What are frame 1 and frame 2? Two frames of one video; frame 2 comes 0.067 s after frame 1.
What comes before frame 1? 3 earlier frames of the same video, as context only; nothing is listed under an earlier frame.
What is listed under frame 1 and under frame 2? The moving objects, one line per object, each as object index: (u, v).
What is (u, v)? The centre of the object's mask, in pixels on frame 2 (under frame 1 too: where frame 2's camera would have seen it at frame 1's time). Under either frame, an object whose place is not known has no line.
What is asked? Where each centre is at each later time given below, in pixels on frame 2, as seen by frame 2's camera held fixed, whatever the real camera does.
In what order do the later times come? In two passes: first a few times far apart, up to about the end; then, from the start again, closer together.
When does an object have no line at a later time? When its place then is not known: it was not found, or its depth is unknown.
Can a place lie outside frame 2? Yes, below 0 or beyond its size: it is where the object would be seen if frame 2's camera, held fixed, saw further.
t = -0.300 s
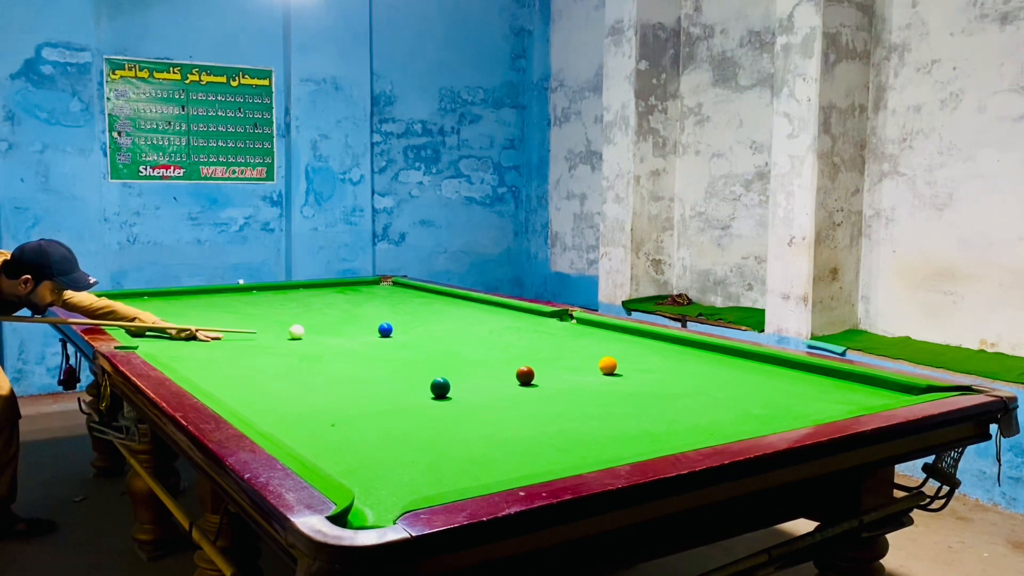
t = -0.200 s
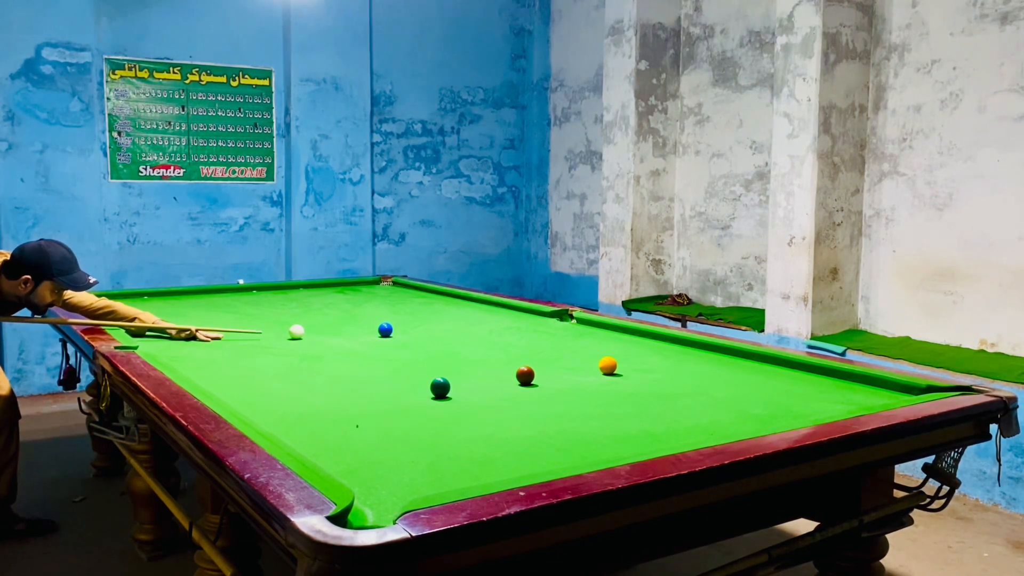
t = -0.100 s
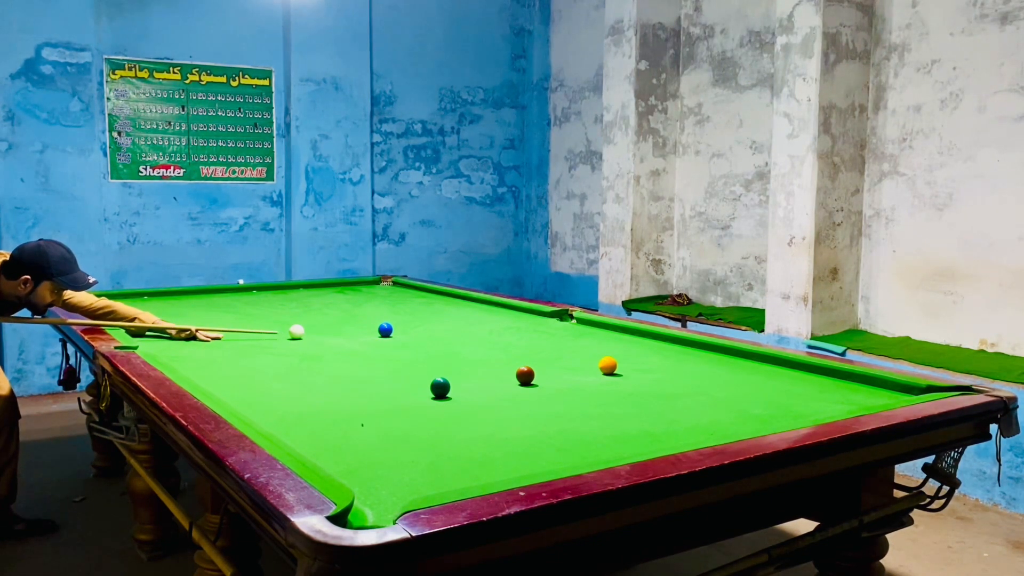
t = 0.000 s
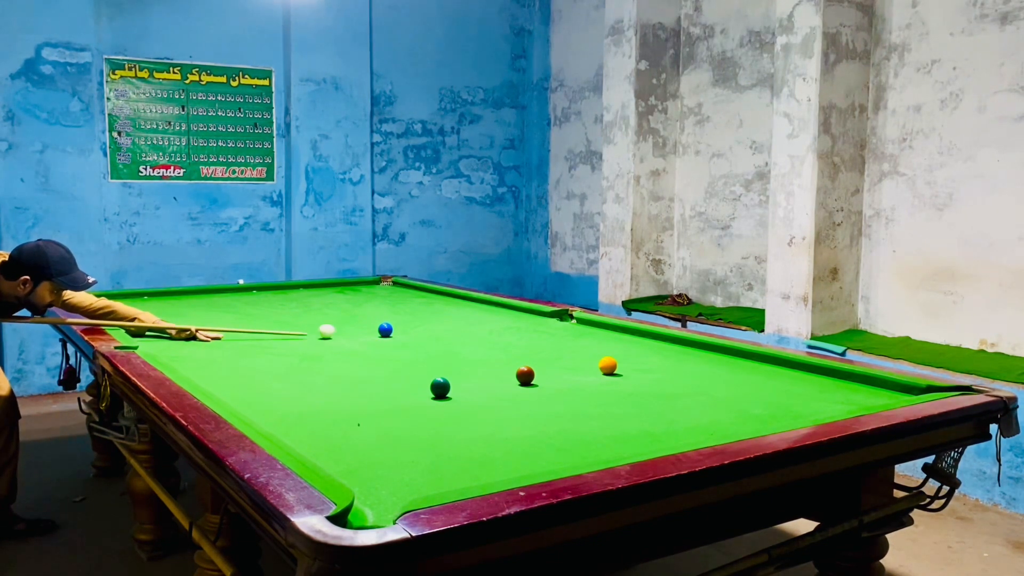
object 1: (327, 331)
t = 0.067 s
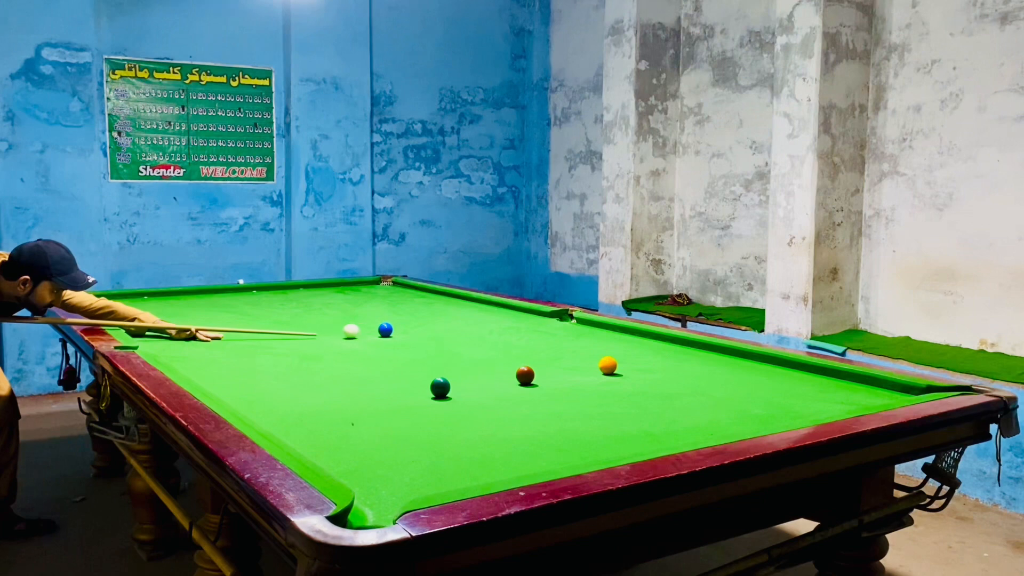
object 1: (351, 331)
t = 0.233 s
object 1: (379, 333)
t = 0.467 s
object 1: (401, 335)
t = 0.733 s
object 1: (425, 338)
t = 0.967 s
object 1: (445, 340)
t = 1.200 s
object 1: (463, 343)
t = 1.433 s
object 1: (481, 345)
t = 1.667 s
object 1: (496, 347)
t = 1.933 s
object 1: (513, 349)
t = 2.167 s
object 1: (525, 351)
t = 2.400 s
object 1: (535, 353)
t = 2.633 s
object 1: (543, 354)
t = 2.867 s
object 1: (549, 355)
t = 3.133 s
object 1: (555, 356)
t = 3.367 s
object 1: (558, 356)
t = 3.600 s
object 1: (558, 357)
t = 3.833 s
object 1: (558, 356)
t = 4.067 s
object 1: (557, 356)
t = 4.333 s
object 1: (557, 357)
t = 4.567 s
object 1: (557, 356)
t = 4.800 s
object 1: (557, 356)
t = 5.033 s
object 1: (557, 356)
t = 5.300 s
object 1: (557, 356)
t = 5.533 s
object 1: (557, 357)
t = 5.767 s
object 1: (557, 357)
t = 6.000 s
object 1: (557, 356)
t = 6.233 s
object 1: (557, 357)
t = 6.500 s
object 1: (557, 356)
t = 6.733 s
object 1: (557, 356)
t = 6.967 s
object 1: (557, 356)
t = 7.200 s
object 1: (557, 357)
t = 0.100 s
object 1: (361, 331)
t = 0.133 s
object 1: (370, 331)
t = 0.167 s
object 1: (374, 332)
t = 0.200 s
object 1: (376, 332)
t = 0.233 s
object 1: (379, 333)
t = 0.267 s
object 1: (383, 333)
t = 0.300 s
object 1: (386, 333)
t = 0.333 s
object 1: (389, 333)
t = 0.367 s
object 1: (392, 334)
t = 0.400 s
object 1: (395, 334)
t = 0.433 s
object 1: (398, 335)
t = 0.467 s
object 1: (401, 335)
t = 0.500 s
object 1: (405, 335)
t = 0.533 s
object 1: (408, 336)
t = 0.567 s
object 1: (410, 336)
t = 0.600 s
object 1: (414, 337)
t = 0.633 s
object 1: (417, 337)
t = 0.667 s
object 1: (419, 337)
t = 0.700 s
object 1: (422, 337)
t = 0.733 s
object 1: (425, 338)
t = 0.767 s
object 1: (428, 338)
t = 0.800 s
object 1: (431, 338)
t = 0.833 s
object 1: (434, 339)
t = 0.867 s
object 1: (437, 339)
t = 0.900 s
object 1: (439, 340)
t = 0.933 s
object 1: (442, 340)
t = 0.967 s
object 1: (445, 340)
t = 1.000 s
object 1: (447, 341)
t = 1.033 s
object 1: (450, 341)
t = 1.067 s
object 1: (453, 341)
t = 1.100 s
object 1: (455, 342)
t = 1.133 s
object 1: (458, 342)
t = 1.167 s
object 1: (461, 342)
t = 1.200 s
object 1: (463, 343)
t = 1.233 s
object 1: (466, 343)
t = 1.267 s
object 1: (468, 343)
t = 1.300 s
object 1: (471, 344)
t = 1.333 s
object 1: (473, 344)
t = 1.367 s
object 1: (476, 344)
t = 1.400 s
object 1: (478, 345)
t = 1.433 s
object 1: (481, 345)
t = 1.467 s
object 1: (483, 345)
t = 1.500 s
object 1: (486, 345)
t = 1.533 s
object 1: (488, 346)
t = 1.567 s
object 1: (490, 346)
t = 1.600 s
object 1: (492, 346)
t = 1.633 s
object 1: (494, 347)
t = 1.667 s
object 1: (496, 347)
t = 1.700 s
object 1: (499, 347)
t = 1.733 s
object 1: (501, 348)
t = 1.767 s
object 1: (503, 348)
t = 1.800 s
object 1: (505, 348)
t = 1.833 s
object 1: (507, 349)
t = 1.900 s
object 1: (511, 349)
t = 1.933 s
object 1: (513, 349)
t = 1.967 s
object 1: (514, 349)
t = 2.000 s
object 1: (516, 350)
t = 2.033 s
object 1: (518, 350)
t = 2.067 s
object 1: (520, 350)
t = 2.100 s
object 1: (521, 350)
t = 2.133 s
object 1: (523, 351)
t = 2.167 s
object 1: (525, 351)
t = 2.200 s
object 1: (526, 351)
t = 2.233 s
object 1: (528, 351)
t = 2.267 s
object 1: (529, 352)
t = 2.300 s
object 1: (531, 352)
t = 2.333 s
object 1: (532, 352)
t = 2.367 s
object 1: (533, 352)
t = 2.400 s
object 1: (535, 353)
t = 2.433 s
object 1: (536, 353)
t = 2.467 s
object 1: (537, 353)
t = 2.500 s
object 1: (539, 353)
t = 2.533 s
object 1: (540, 353)
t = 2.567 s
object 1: (541, 354)
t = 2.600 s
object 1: (542, 354)
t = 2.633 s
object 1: (543, 354)
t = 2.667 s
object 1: (544, 354)
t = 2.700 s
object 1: (545, 354)
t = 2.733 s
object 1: (546, 355)
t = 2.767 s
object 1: (547, 355)
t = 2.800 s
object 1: (548, 355)
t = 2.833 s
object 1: (549, 355)
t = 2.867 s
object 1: (549, 355)
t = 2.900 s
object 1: (550, 355)
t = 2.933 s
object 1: (551, 355)
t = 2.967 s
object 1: (552, 355)
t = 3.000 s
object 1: (552, 356)
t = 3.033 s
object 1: (553, 356)
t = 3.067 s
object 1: (554, 356)
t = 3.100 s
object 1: (554, 356)
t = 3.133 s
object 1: (555, 356)
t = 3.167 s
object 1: (556, 356)
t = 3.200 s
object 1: (556, 356)
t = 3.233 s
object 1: (556, 356)
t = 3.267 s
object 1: (557, 356)
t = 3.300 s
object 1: (557, 356)
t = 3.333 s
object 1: (557, 356)
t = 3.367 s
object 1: (558, 356)
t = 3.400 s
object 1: (558, 356)
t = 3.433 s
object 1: (558, 356)
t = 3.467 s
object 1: (558, 356)
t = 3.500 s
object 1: (558, 357)
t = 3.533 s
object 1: (558, 357)
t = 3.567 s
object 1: (558, 357)
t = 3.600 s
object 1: (558, 357)
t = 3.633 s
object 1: (558, 356)
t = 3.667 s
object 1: (558, 357)
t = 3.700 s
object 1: (558, 357)
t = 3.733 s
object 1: (558, 356)
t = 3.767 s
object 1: (558, 356)
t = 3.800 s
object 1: (558, 356)
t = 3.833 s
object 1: (558, 356)
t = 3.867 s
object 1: (558, 356)
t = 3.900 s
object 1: (557, 356)
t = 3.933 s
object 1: (557, 356)
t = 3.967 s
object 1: (557, 356)
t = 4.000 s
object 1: (557, 356)
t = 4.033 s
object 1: (557, 357)
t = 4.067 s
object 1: (557, 356)
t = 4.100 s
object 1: (557, 357)
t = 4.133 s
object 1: (557, 357)
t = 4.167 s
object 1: (557, 357)
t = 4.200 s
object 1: (557, 357)
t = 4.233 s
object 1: (557, 357)
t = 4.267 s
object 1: (557, 356)
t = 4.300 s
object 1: (557, 357)
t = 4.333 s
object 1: (557, 357)
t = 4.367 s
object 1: (557, 357)
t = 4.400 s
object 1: (557, 357)
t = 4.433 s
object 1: (557, 357)
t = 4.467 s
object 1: (557, 356)
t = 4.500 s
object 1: (557, 356)
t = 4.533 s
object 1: (557, 356)
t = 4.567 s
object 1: (557, 356)
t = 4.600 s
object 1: (557, 356)
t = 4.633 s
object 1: (557, 356)
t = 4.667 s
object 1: (557, 356)
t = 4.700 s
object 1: (557, 356)
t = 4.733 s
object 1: (557, 356)
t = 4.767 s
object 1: (557, 356)
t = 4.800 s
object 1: (557, 356)
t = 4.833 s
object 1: (557, 356)
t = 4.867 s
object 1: (557, 356)
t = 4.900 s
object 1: (557, 356)
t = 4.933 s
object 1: (557, 356)
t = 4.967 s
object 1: (557, 356)
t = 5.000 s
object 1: (557, 356)
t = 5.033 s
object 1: (557, 356)
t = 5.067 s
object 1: (557, 356)
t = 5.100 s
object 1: (557, 356)
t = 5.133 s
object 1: (557, 356)
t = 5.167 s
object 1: (557, 356)
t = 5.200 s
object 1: (557, 356)
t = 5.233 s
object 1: (557, 356)
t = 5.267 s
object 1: (557, 356)
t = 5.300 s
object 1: (557, 356)
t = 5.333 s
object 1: (557, 356)
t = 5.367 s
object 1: (557, 357)
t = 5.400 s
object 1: (557, 357)
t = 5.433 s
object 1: (557, 356)
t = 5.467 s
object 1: (557, 357)
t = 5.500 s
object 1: (557, 357)
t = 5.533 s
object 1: (557, 357)
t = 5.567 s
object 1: (557, 356)
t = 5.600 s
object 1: (557, 356)
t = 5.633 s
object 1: (557, 357)
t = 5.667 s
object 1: (557, 357)
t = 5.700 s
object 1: (557, 357)
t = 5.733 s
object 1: (557, 356)
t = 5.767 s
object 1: (557, 357)
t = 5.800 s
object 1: (557, 357)
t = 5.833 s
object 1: (557, 357)
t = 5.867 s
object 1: (557, 356)
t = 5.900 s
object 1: (557, 356)
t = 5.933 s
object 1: (557, 356)
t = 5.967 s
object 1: (557, 356)
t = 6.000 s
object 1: (557, 356)
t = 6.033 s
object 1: (557, 356)
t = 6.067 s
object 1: (557, 356)
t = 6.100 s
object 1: (557, 356)
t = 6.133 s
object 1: (557, 356)
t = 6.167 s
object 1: (557, 357)
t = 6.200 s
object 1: (557, 356)
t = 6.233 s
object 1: (557, 357)
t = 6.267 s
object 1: (557, 357)
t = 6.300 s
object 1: (557, 357)
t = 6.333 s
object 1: (557, 356)
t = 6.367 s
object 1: (557, 357)
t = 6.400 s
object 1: (557, 357)
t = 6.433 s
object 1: (557, 357)
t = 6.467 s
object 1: (557, 356)
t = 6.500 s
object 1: (557, 356)
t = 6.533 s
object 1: (557, 356)
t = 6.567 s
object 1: (557, 356)
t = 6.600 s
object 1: (557, 356)
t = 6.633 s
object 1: (557, 356)
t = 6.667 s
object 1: (557, 356)
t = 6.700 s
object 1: (557, 356)
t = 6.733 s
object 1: (557, 356)
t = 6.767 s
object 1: (557, 356)
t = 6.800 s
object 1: (557, 356)
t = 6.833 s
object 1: (557, 356)
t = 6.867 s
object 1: (557, 356)
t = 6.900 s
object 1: (557, 356)
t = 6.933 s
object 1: (557, 356)
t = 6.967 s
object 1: (557, 356)
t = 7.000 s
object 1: (557, 356)
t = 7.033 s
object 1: (557, 356)
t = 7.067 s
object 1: (557, 357)
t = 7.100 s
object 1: (557, 357)
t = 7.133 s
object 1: (557, 357)
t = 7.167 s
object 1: (557, 357)
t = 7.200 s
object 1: (557, 357)
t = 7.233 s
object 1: (557, 357)
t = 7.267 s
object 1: (557, 357)
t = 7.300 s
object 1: (557, 357)
